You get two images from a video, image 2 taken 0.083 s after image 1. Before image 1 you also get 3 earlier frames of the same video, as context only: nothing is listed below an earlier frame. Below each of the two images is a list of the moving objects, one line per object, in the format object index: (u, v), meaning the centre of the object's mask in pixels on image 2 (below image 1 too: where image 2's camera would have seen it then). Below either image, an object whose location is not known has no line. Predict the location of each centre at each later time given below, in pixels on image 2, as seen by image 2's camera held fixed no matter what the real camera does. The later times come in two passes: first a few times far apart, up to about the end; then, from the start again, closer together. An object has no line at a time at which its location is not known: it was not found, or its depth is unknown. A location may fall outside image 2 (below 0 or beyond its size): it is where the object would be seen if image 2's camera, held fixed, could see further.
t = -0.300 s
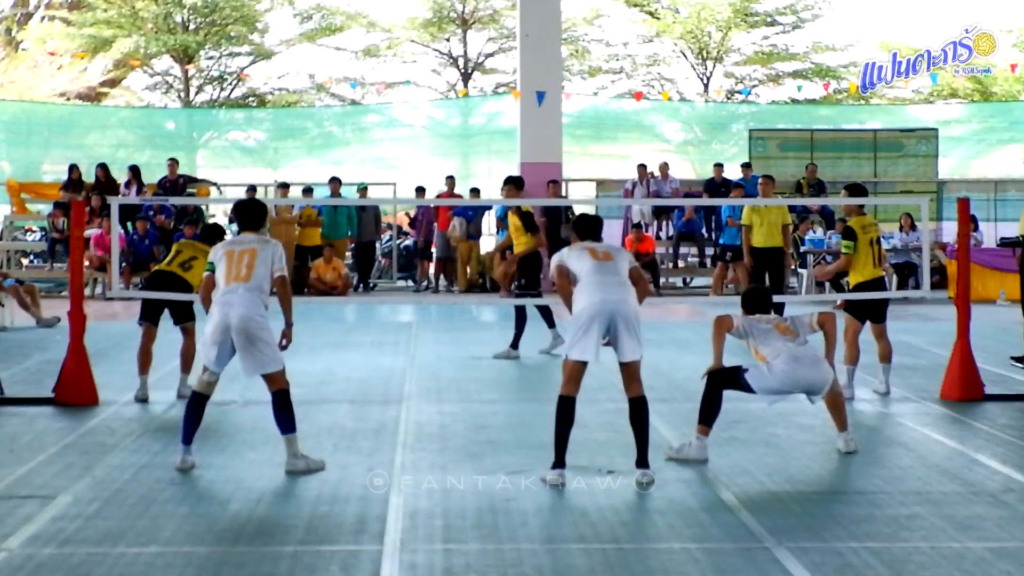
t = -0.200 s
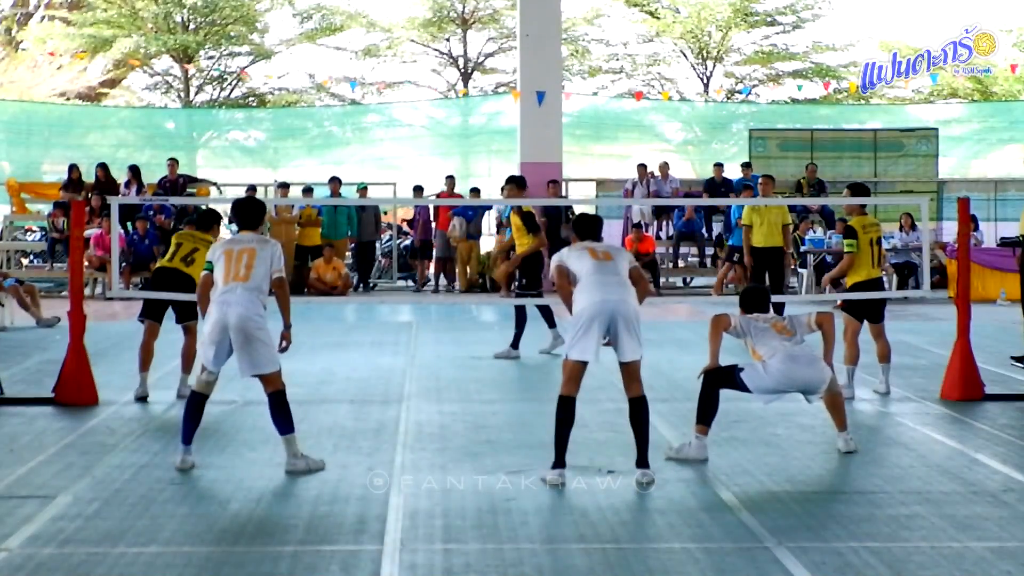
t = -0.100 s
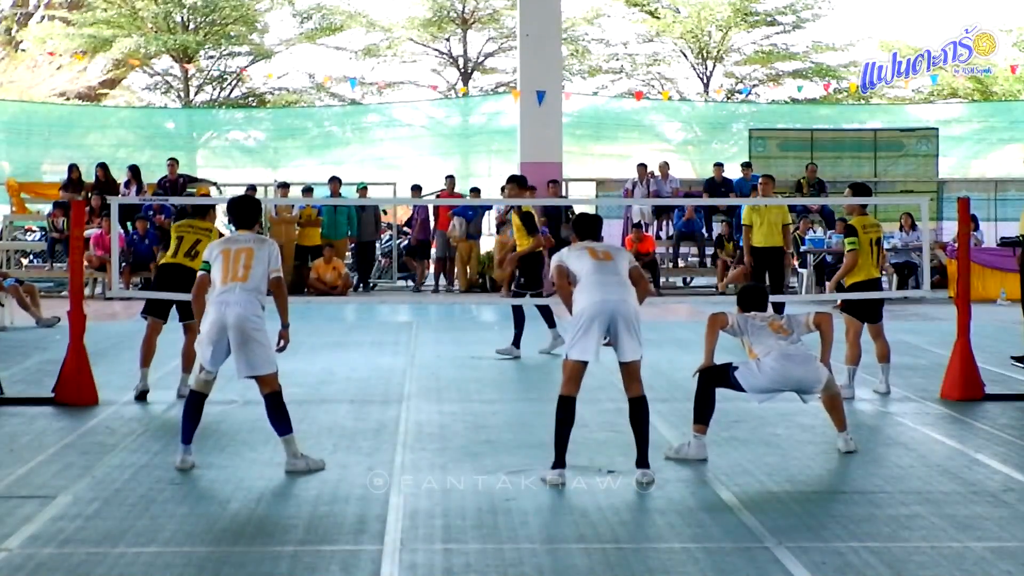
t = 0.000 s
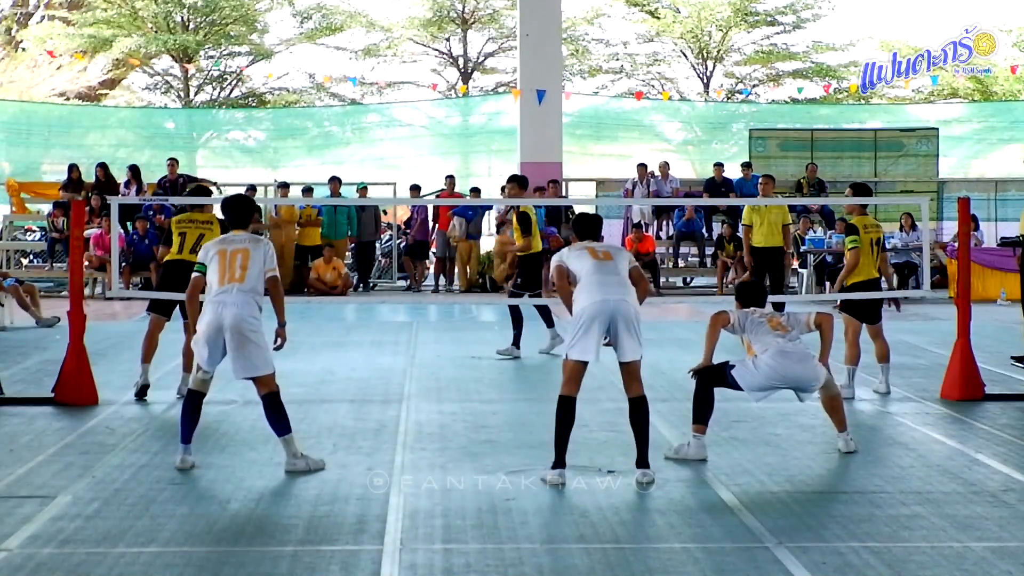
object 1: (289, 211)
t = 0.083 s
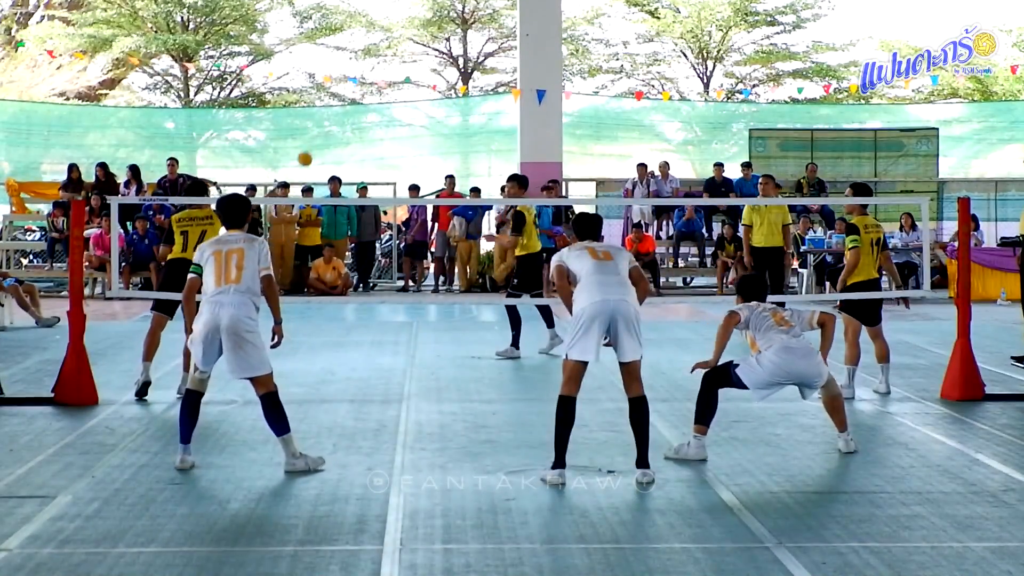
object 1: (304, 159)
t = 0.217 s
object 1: (328, 92)
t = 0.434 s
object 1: (367, 33)
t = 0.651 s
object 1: (404, 29)
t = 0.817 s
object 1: (432, 61)
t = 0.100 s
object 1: (308, 149)
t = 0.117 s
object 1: (310, 140)
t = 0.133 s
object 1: (313, 131)
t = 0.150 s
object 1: (317, 123)
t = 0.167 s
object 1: (320, 115)
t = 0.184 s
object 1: (323, 107)
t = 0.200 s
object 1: (326, 100)
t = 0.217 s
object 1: (328, 92)
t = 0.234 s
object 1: (331, 86)
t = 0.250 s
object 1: (334, 80)
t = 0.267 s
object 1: (338, 75)
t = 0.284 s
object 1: (341, 69)
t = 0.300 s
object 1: (344, 63)
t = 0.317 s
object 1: (347, 58)
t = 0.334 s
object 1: (350, 54)
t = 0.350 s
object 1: (352, 50)
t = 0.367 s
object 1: (355, 46)
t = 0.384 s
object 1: (358, 42)
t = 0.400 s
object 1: (362, 39)
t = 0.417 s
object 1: (364, 36)
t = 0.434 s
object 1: (367, 33)
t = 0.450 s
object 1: (370, 31)
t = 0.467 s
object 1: (373, 29)
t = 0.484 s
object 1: (376, 27)
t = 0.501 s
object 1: (378, 26)
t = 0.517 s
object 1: (382, 26)
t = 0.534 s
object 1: (384, 25)
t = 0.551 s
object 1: (387, 25)
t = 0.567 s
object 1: (390, 25)
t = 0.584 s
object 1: (393, 25)
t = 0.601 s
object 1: (396, 25)
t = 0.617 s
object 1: (399, 26)
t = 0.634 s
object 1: (401, 28)
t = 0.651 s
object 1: (404, 29)
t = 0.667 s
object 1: (407, 31)
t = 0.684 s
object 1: (410, 33)
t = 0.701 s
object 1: (413, 36)
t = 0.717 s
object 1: (415, 38)
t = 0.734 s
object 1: (418, 41)
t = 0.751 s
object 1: (421, 45)
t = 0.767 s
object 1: (424, 48)
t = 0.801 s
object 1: (429, 56)
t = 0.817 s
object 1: (432, 61)
